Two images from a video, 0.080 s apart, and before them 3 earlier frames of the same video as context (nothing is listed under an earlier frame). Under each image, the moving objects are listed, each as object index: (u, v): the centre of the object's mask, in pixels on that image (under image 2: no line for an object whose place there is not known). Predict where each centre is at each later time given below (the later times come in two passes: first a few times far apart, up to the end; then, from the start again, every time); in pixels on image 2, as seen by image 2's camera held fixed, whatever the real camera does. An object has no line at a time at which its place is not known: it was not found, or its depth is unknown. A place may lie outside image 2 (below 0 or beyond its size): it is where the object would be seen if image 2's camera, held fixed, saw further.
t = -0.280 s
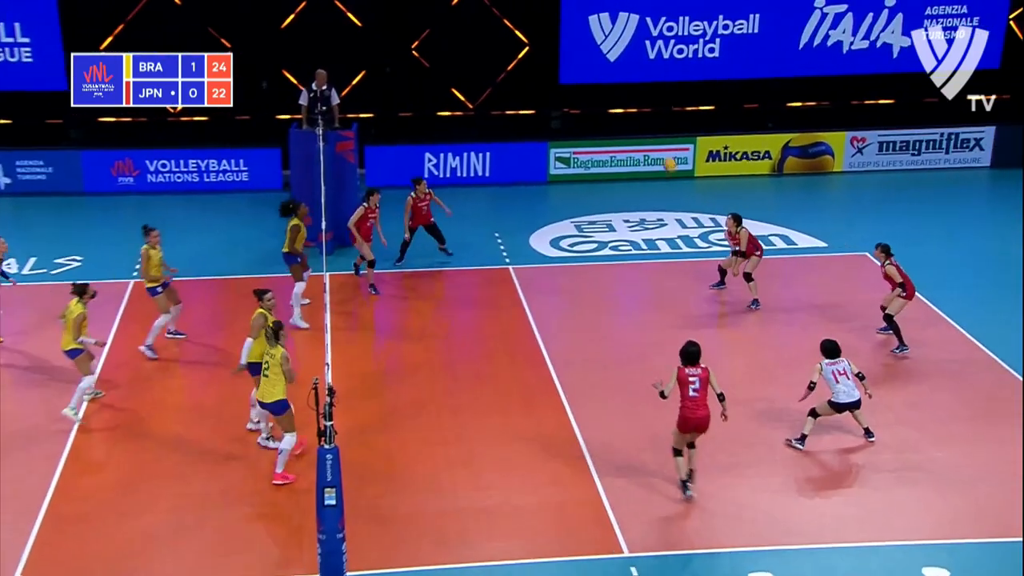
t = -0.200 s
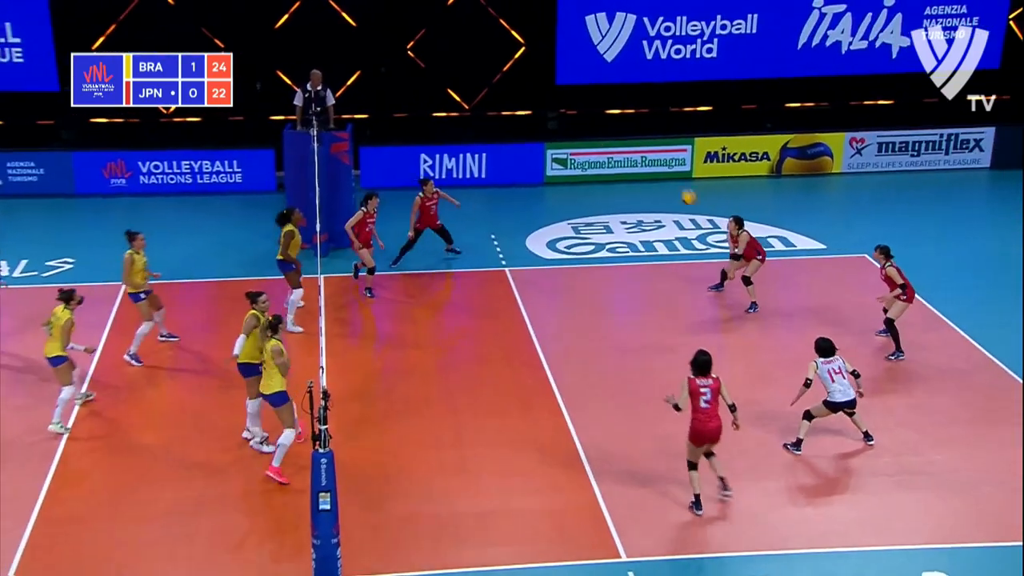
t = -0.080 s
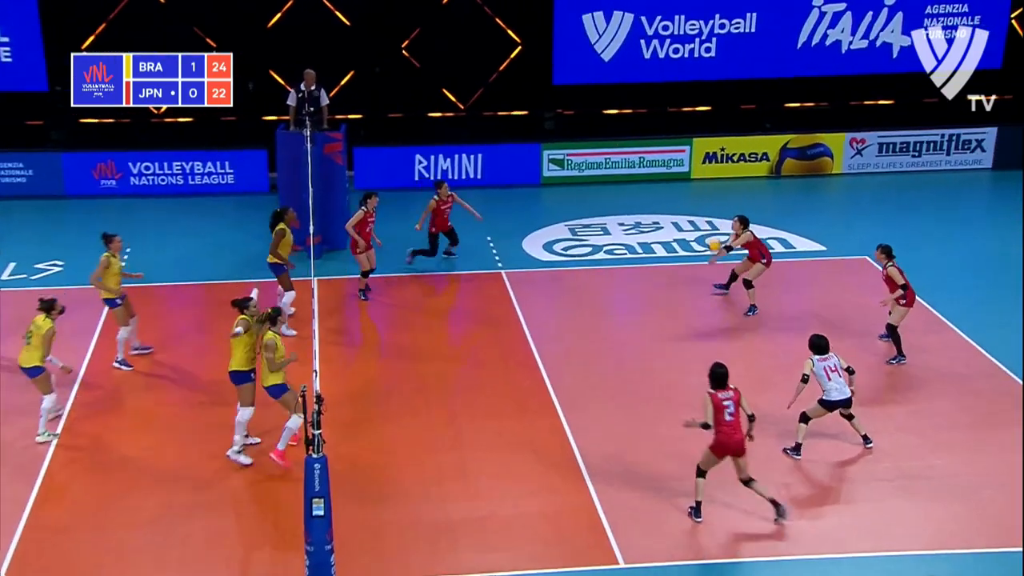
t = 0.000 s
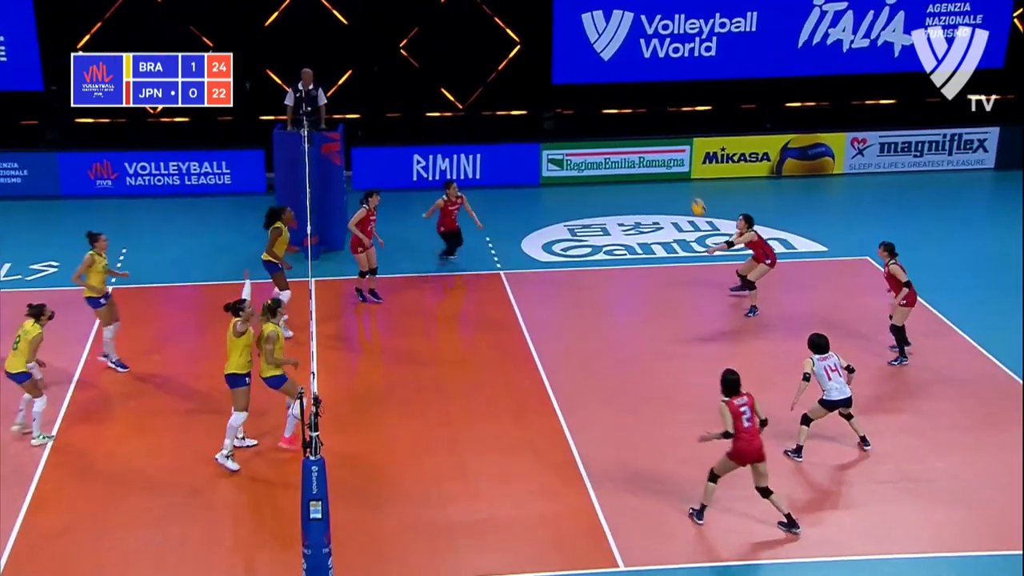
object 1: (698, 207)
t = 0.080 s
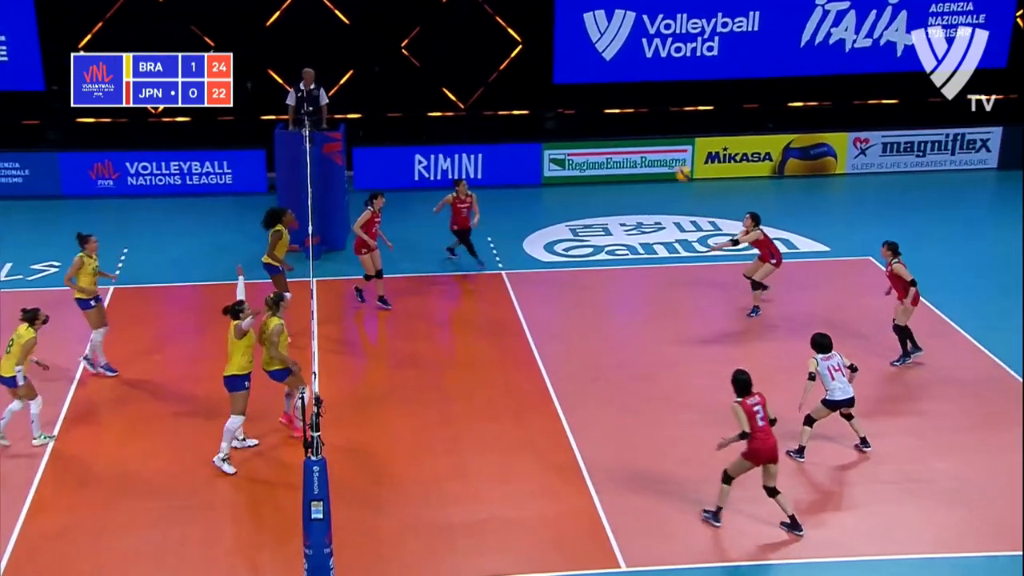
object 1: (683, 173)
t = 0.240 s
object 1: (646, 113)
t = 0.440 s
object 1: (598, 61)
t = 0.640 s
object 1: (549, 39)
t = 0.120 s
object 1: (674, 156)
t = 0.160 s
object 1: (664, 139)
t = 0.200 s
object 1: (655, 126)
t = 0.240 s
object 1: (646, 113)
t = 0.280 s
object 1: (637, 100)
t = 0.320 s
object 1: (627, 89)
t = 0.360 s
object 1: (618, 78)
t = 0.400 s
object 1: (608, 70)
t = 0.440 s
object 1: (598, 61)
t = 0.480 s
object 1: (588, 55)
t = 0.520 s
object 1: (579, 49)
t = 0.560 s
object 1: (569, 44)
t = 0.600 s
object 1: (559, 40)
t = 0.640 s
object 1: (549, 39)
